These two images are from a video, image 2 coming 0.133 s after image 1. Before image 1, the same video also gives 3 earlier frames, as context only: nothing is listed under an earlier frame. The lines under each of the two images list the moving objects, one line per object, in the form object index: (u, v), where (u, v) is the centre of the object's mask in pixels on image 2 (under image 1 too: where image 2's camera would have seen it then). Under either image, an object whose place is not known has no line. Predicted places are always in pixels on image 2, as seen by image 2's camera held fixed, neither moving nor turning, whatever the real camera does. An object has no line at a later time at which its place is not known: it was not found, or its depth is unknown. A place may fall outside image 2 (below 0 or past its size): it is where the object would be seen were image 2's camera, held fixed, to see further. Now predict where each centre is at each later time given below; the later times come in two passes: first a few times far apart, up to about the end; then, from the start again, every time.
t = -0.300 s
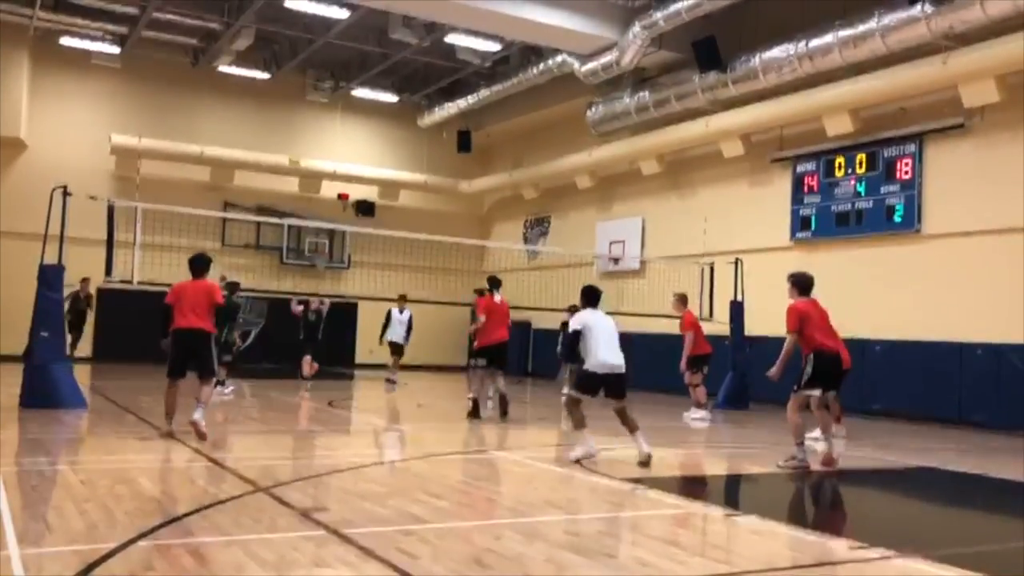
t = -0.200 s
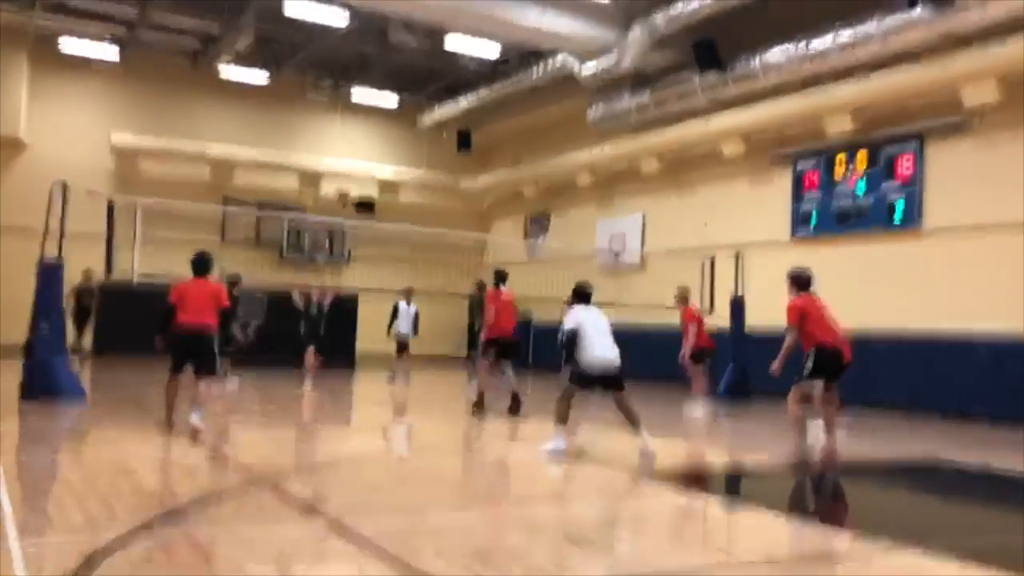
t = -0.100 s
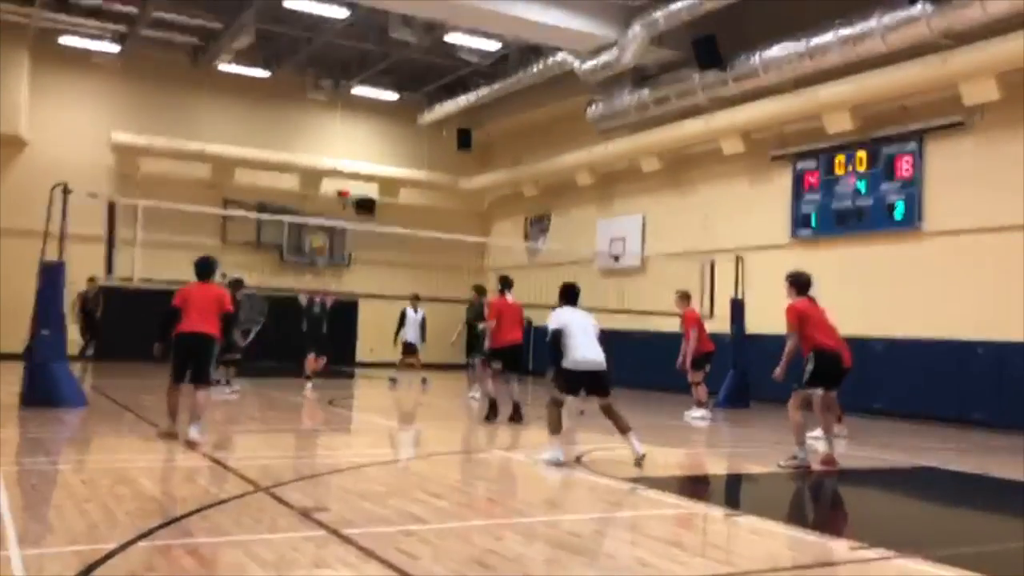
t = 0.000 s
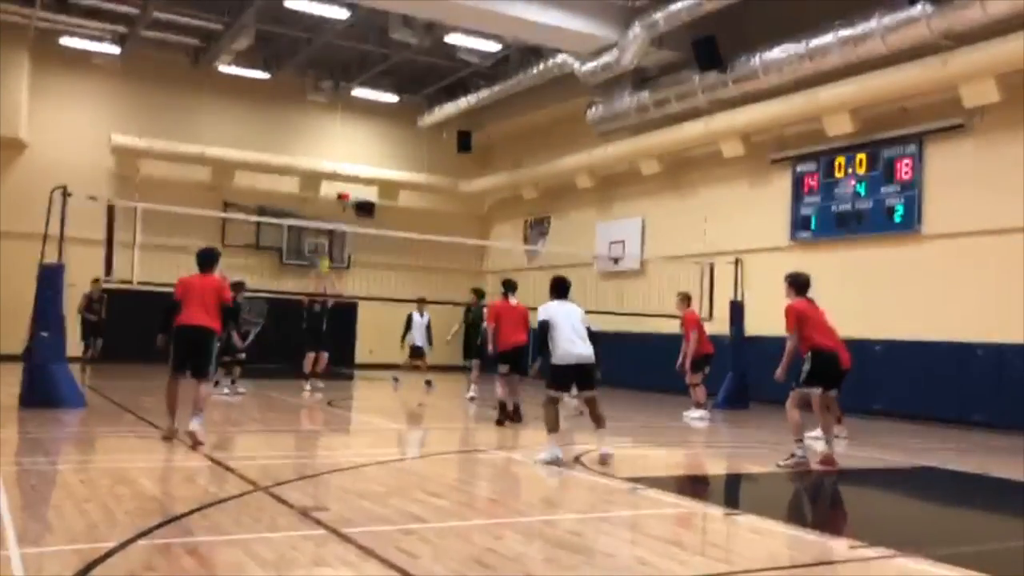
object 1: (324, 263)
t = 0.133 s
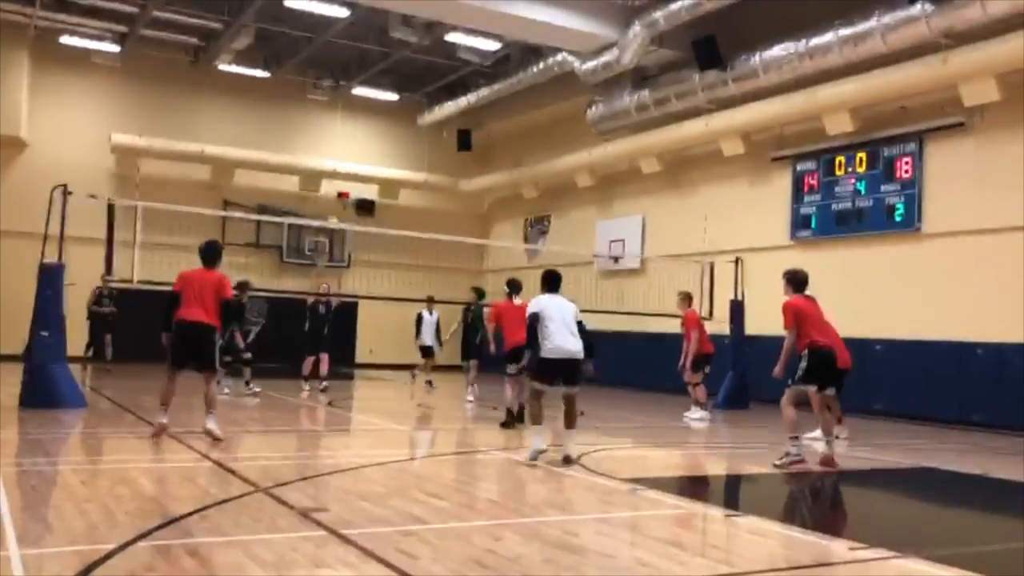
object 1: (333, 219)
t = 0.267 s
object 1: (337, 192)
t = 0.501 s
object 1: (350, 153)
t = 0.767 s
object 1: (359, 151)
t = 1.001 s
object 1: (368, 196)
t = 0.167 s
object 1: (335, 214)
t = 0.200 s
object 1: (338, 205)
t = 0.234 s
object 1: (338, 196)
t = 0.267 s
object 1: (337, 192)
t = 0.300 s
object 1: (341, 181)
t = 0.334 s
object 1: (344, 176)
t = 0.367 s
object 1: (344, 172)
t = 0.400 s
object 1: (345, 167)
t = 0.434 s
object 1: (346, 161)
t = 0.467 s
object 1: (347, 156)
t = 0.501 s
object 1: (350, 153)
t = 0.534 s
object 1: (351, 150)
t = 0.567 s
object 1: (352, 149)
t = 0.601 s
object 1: (353, 147)
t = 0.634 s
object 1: (355, 147)
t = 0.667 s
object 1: (356, 147)
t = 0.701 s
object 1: (357, 149)
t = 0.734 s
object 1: (359, 149)
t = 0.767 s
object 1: (359, 151)
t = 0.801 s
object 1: (360, 153)
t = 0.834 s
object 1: (361, 158)
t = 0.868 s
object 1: (363, 165)
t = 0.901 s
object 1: (364, 171)
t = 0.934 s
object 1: (365, 177)
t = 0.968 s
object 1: (367, 185)
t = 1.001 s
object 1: (368, 196)
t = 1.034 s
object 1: (371, 203)
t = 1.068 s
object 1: (371, 214)
